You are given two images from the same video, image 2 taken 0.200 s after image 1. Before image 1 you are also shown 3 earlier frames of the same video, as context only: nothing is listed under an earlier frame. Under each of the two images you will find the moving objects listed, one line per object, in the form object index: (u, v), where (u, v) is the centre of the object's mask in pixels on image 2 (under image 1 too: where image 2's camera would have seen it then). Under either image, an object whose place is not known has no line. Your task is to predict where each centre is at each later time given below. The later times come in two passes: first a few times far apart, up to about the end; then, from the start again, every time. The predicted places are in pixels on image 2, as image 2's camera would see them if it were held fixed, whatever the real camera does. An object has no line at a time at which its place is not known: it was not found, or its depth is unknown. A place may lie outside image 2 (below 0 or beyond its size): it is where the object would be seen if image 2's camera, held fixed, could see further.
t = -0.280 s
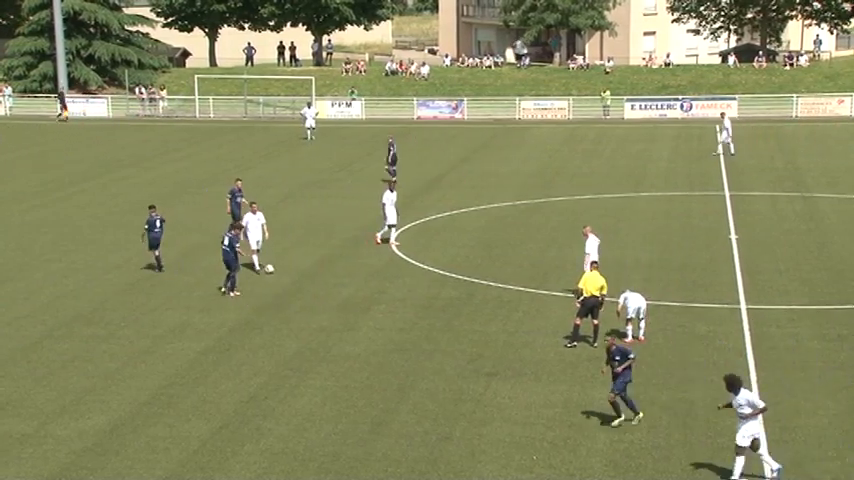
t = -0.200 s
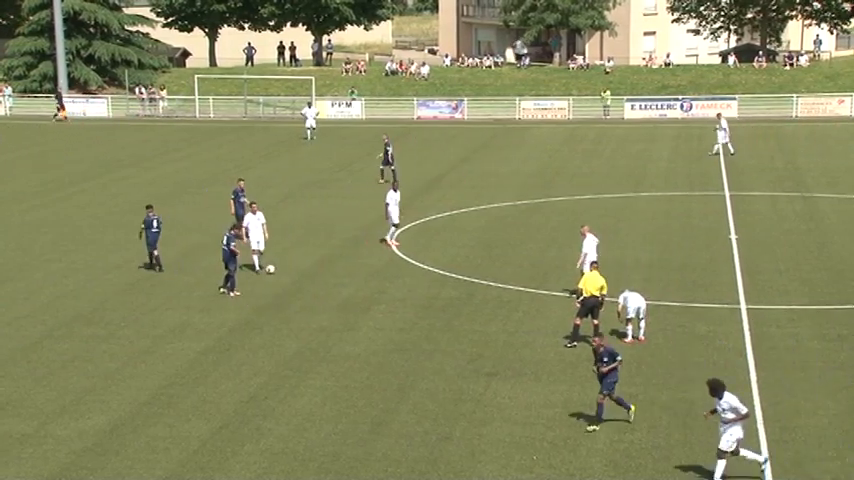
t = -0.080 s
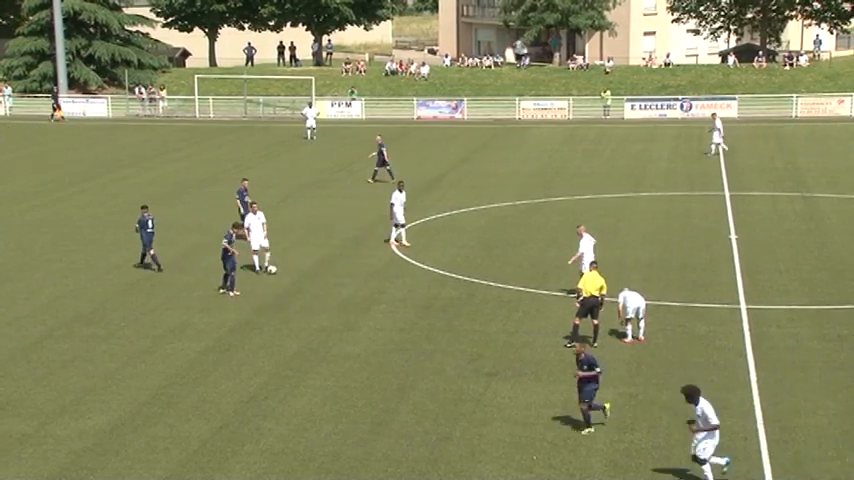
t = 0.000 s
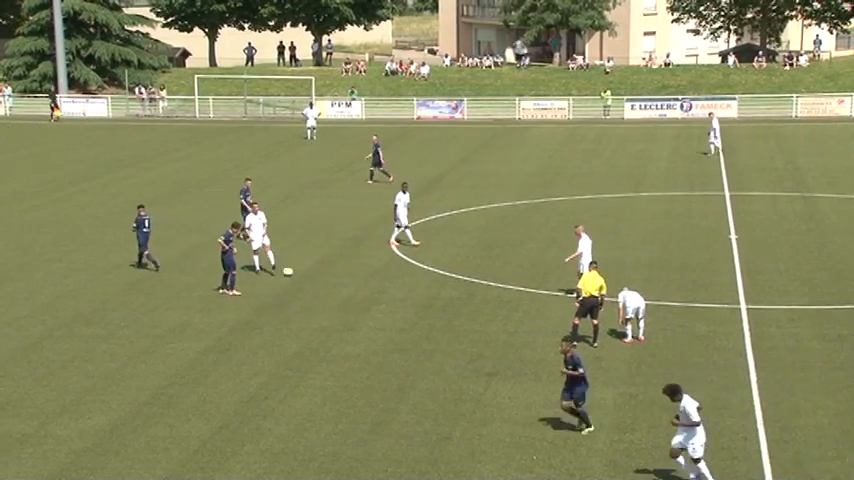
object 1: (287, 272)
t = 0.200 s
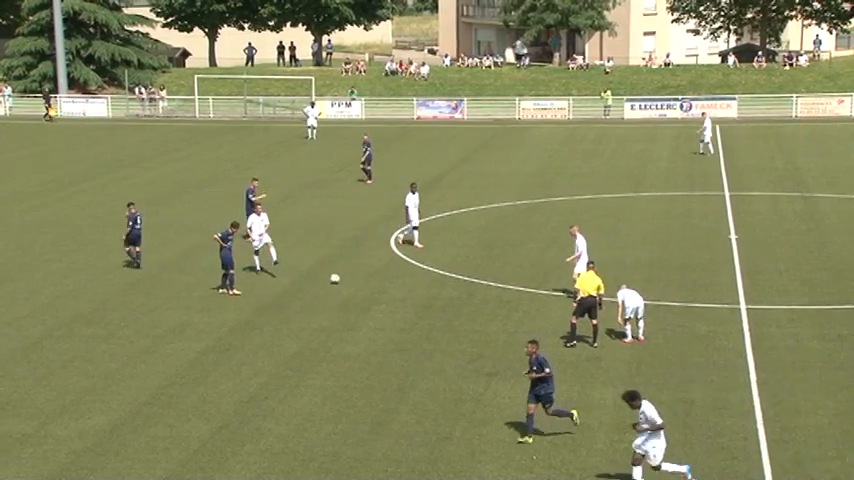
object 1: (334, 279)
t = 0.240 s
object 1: (343, 280)
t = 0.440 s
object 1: (382, 287)
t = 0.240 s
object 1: (343, 280)
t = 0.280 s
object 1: (351, 282)
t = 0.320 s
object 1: (360, 283)
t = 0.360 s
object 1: (367, 284)
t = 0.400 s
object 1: (375, 285)
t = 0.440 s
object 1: (382, 287)
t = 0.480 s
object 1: (389, 287)
